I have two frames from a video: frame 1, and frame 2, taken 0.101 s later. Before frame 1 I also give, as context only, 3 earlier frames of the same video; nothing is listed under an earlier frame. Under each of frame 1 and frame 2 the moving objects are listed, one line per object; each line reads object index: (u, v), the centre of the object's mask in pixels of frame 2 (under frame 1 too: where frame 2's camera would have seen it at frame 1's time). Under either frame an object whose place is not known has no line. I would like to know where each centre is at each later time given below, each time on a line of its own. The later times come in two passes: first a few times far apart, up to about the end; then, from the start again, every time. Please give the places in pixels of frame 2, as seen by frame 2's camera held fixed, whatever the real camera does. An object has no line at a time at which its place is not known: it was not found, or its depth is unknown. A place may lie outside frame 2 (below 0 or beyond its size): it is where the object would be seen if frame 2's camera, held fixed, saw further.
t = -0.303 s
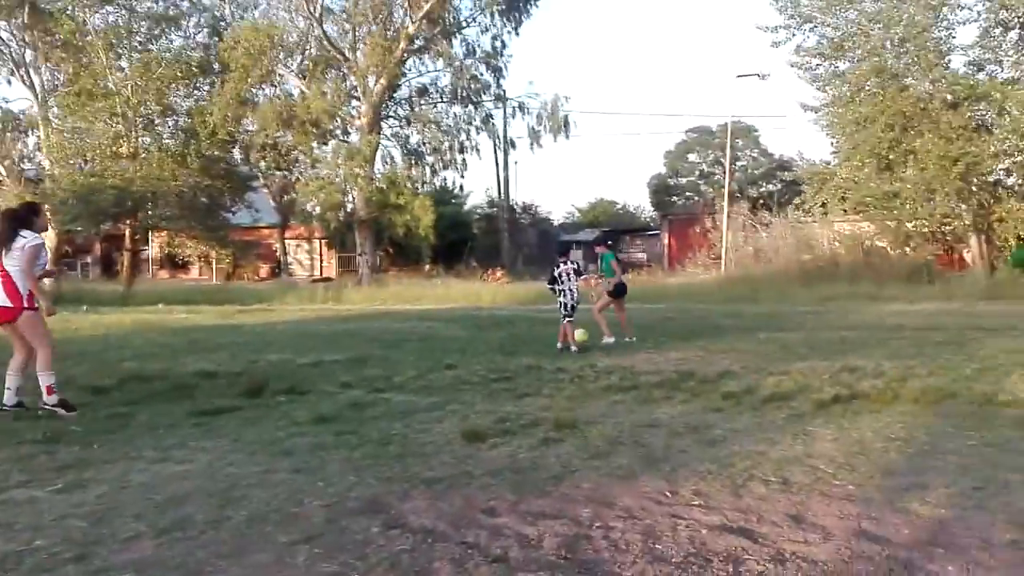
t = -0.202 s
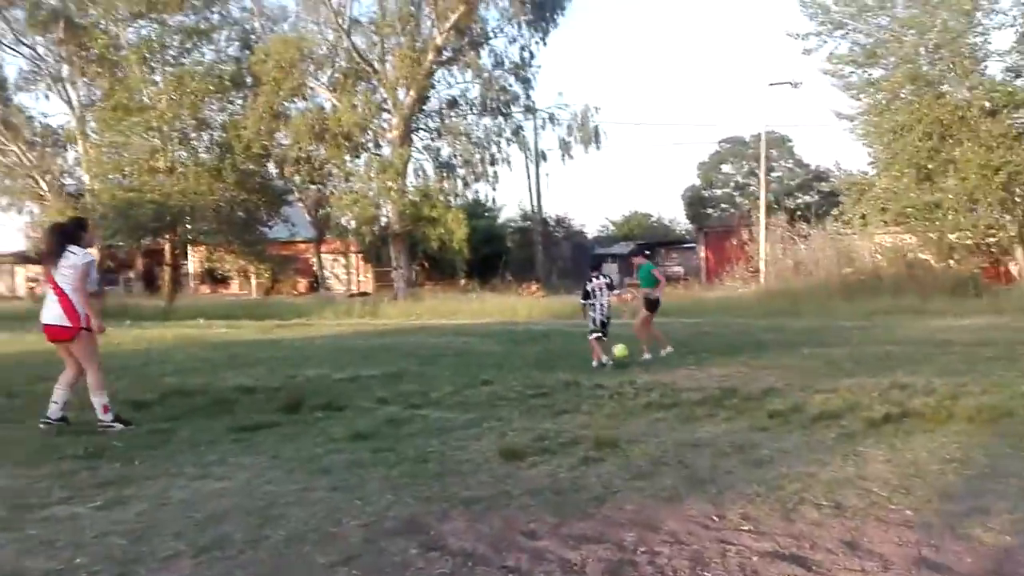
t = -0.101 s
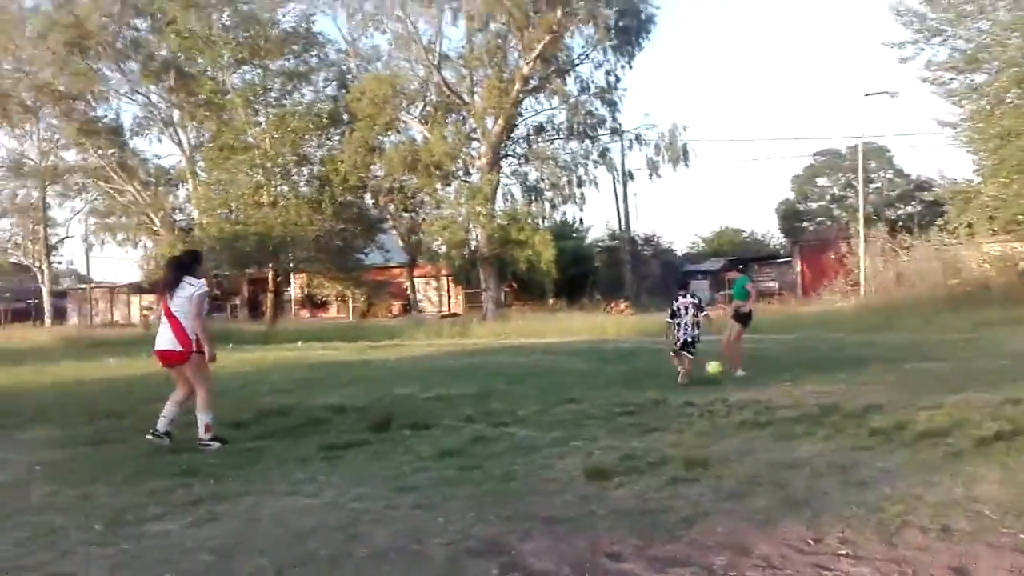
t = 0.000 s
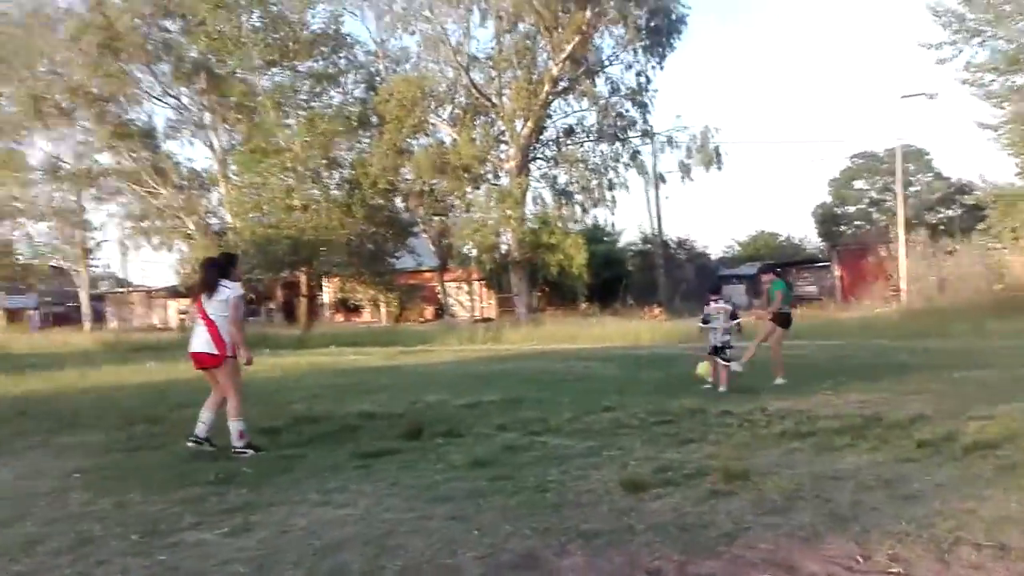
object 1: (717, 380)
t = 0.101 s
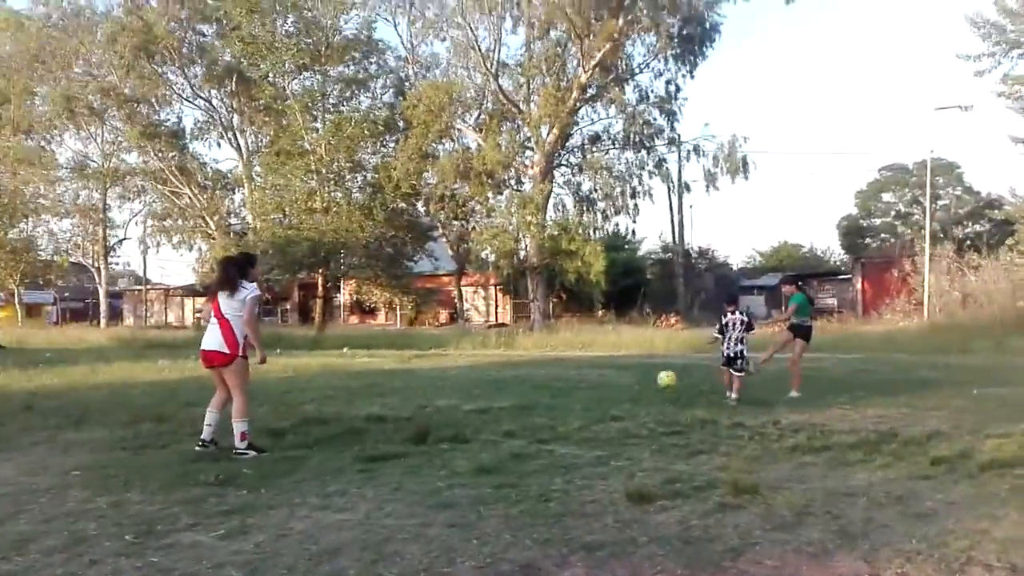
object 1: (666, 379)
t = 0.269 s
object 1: (574, 396)
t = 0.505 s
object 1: (488, 386)
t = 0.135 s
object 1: (648, 380)
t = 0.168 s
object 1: (631, 382)
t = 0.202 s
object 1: (612, 386)
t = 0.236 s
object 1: (593, 391)
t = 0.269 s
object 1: (574, 396)
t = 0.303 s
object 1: (555, 402)
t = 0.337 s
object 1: (543, 399)
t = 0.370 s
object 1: (531, 395)
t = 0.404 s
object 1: (520, 391)
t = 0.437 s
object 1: (509, 388)
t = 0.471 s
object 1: (499, 386)
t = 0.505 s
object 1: (488, 386)
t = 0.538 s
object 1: (477, 386)
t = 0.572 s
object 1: (465, 386)
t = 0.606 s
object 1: (454, 389)
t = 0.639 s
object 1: (442, 393)
